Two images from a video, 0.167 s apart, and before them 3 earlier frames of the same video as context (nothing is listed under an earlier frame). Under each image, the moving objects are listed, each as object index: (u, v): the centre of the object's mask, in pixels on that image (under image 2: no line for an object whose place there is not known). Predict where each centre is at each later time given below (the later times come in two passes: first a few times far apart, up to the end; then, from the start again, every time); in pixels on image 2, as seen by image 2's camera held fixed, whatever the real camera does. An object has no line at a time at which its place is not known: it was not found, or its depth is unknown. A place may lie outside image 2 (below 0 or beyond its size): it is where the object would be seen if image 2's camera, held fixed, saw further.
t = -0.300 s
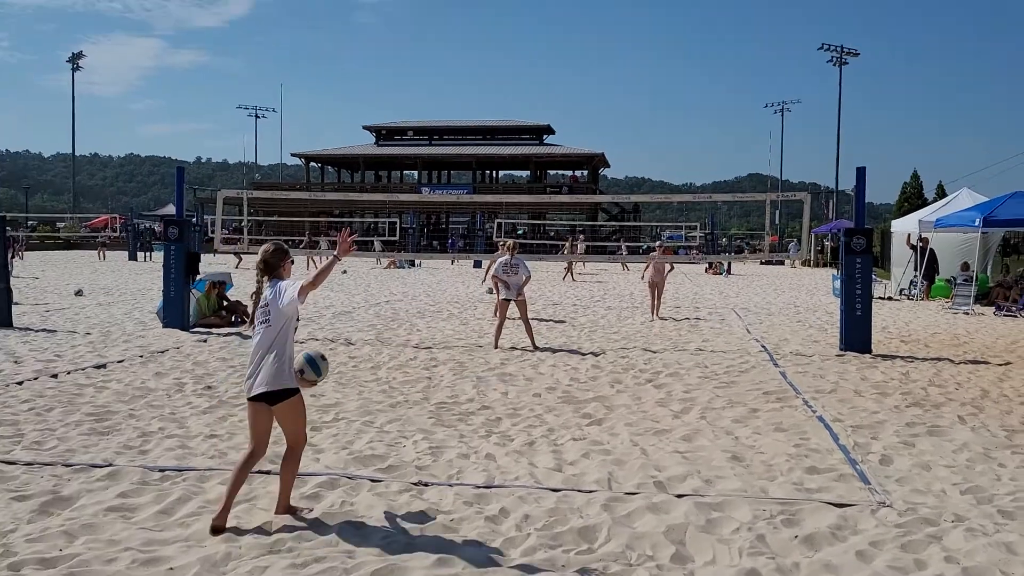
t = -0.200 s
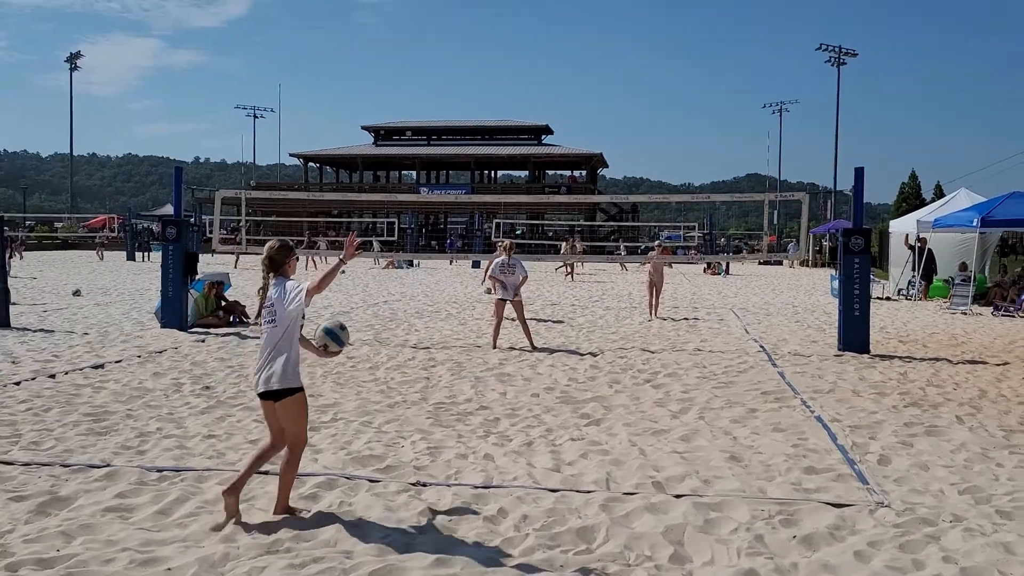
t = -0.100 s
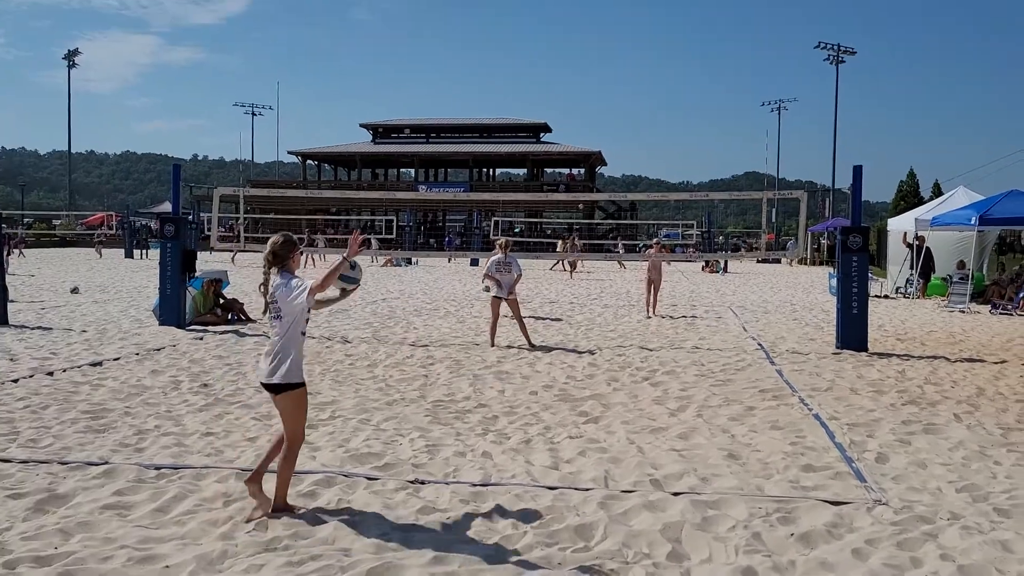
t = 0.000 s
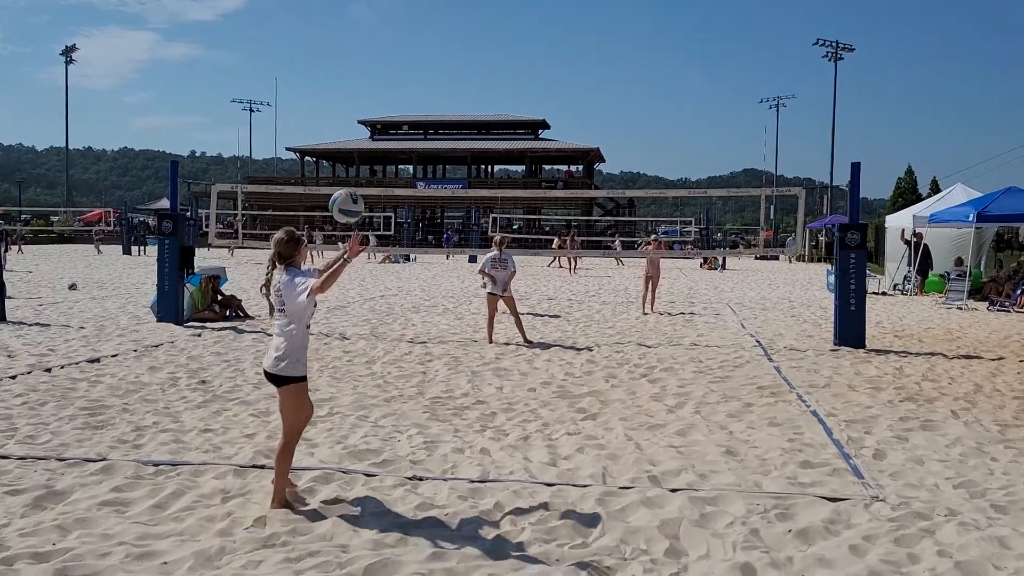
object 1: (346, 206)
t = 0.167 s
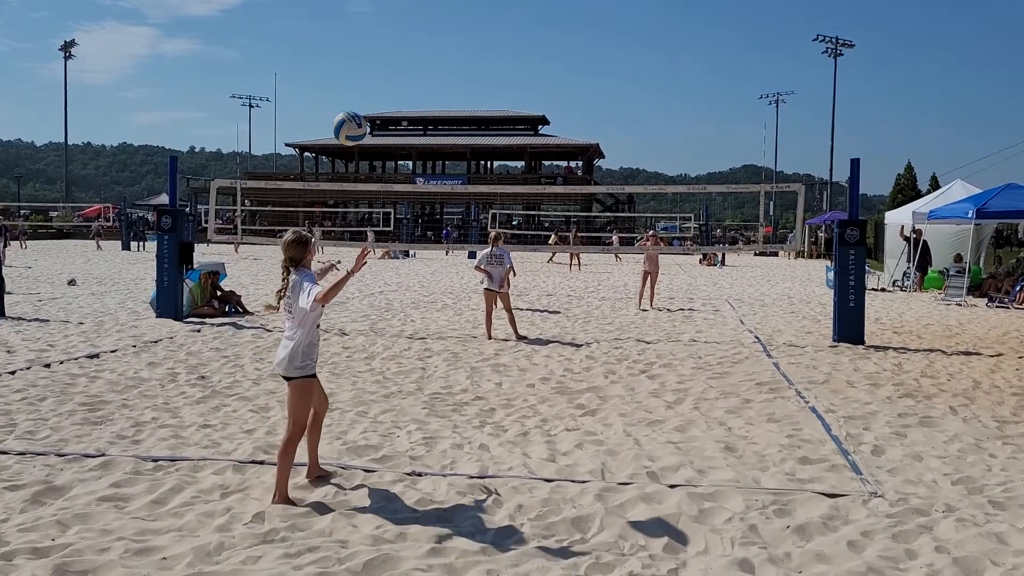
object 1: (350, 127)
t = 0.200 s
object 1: (350, 118)
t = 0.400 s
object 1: (353, 94)
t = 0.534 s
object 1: (354, 110)
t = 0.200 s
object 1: (350, 118)
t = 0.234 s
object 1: (351, 110)
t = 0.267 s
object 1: (351, 104)
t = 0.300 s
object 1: (352, 99)
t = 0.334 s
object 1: (352, 95)
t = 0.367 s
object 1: (352, 94)
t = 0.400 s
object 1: (353, 94)
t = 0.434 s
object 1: (353, 95)
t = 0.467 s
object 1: (353, 98)
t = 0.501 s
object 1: (354, 103)
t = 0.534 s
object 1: (354, 110)
